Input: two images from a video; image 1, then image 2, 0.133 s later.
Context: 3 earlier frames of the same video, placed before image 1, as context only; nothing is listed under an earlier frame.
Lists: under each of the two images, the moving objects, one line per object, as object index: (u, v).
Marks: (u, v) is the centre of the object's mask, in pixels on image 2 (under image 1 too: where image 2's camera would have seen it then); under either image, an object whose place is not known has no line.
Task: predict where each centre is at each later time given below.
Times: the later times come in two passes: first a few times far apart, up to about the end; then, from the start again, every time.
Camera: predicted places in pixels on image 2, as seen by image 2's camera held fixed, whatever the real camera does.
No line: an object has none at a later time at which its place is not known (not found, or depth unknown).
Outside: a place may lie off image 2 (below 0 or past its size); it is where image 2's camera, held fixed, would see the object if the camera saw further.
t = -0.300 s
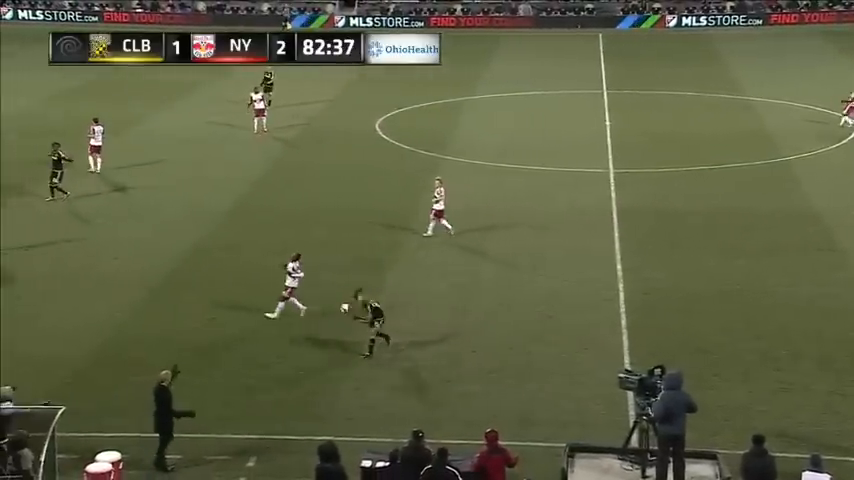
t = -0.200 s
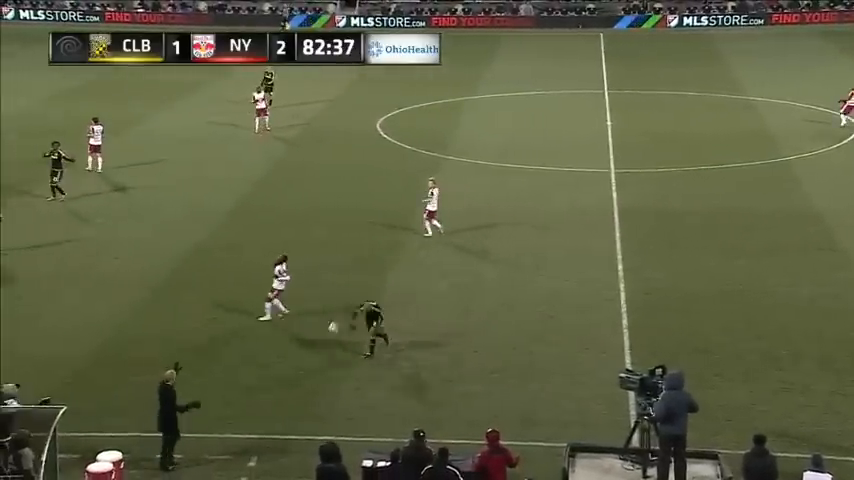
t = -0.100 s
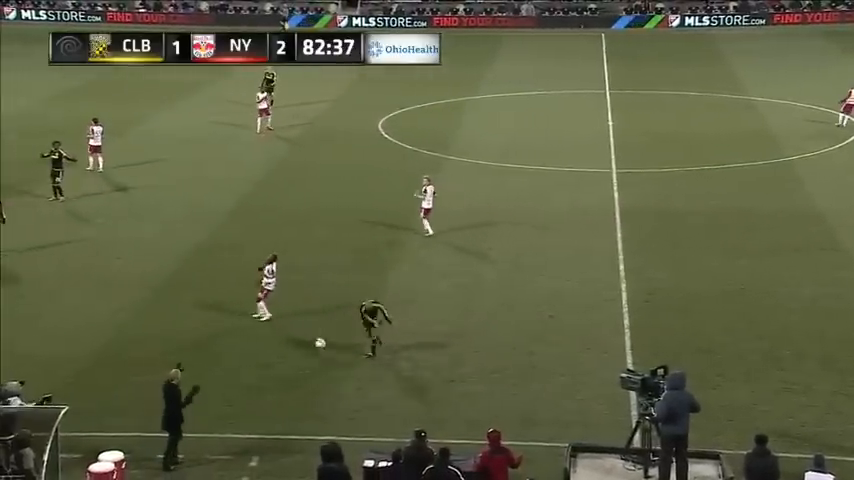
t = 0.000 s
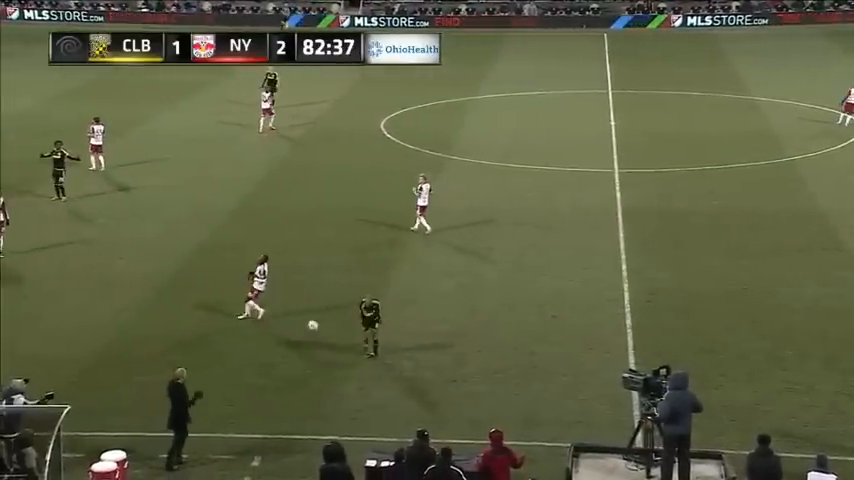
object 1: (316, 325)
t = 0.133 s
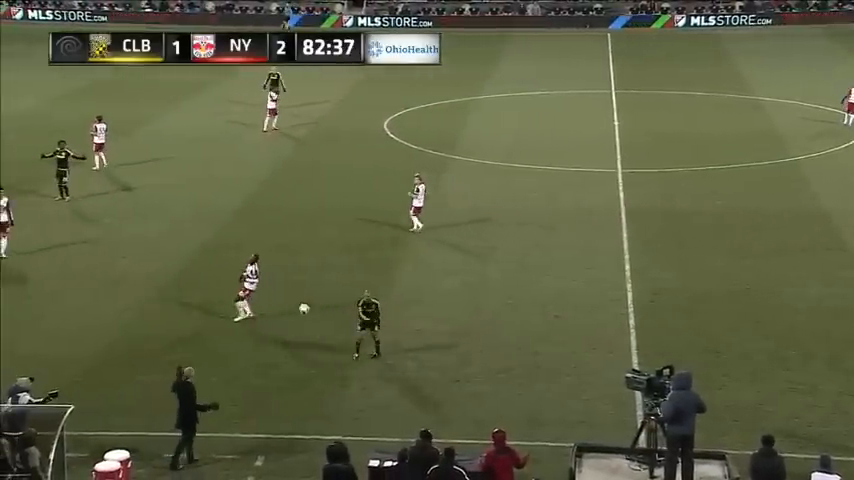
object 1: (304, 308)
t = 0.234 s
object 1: (295, 301)
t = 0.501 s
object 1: (272, 301)
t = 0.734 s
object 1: (252, 327)
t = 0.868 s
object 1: (241, 351)
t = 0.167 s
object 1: (301, 305)
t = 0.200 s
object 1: (298, 303)
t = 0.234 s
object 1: (295, 301)
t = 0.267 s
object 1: (292, 299)
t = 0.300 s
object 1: (289, 298)
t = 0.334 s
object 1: (286, 297)
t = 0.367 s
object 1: (283, 297)
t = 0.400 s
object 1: (280, 297)
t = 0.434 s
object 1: (277, 298)
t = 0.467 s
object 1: (274, 299)
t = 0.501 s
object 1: (272, 301)
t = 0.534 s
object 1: (269, 303)
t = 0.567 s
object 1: (266, 306)
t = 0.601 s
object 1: (263, 309)
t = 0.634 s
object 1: (261, 313)
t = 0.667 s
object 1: (258, 317)
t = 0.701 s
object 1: (254, 322)
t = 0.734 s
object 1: (252, 327)
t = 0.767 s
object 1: (249, 332)
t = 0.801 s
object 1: (247, 338)
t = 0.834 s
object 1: (244, 344)
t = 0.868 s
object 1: (241, 351)
